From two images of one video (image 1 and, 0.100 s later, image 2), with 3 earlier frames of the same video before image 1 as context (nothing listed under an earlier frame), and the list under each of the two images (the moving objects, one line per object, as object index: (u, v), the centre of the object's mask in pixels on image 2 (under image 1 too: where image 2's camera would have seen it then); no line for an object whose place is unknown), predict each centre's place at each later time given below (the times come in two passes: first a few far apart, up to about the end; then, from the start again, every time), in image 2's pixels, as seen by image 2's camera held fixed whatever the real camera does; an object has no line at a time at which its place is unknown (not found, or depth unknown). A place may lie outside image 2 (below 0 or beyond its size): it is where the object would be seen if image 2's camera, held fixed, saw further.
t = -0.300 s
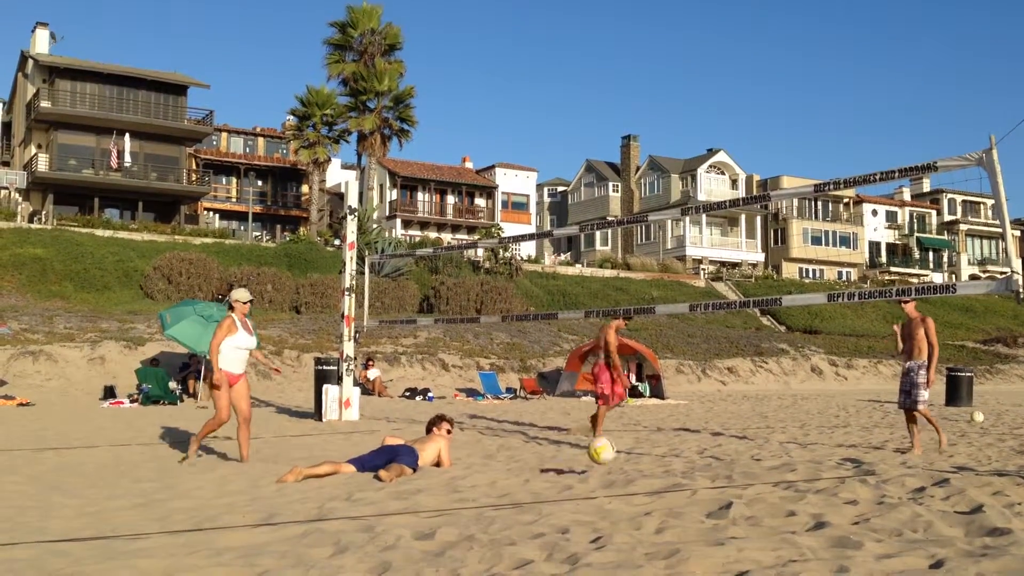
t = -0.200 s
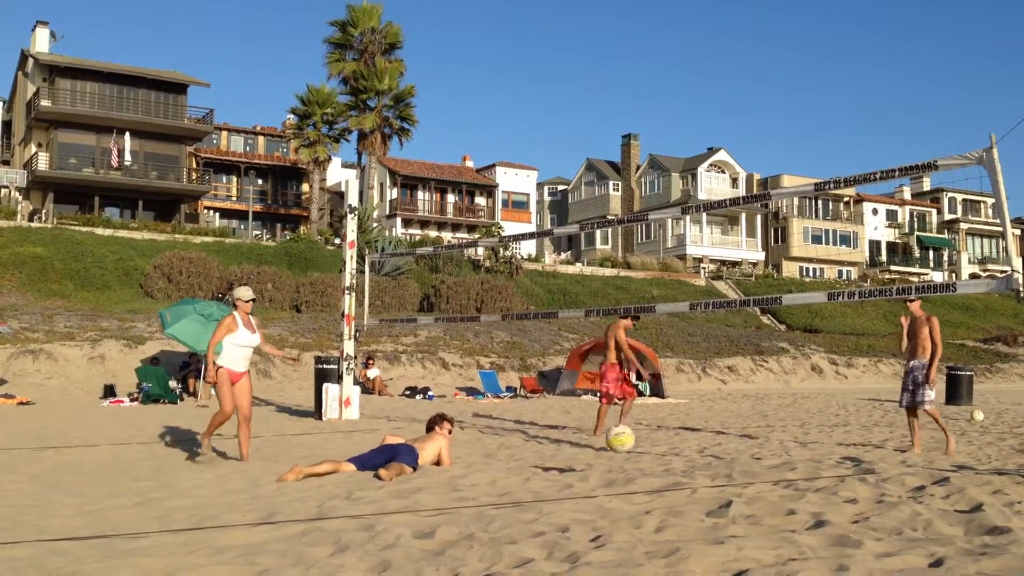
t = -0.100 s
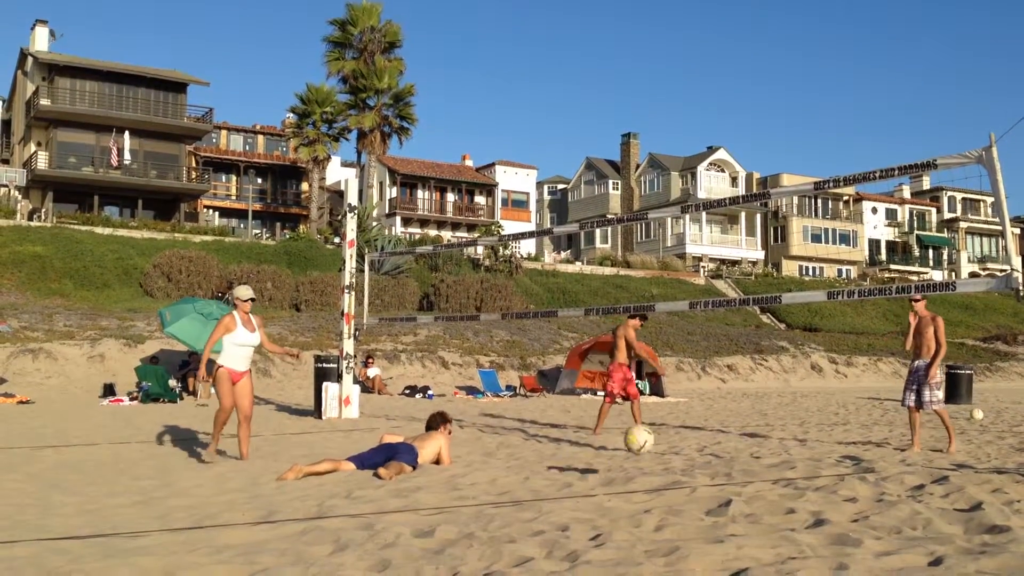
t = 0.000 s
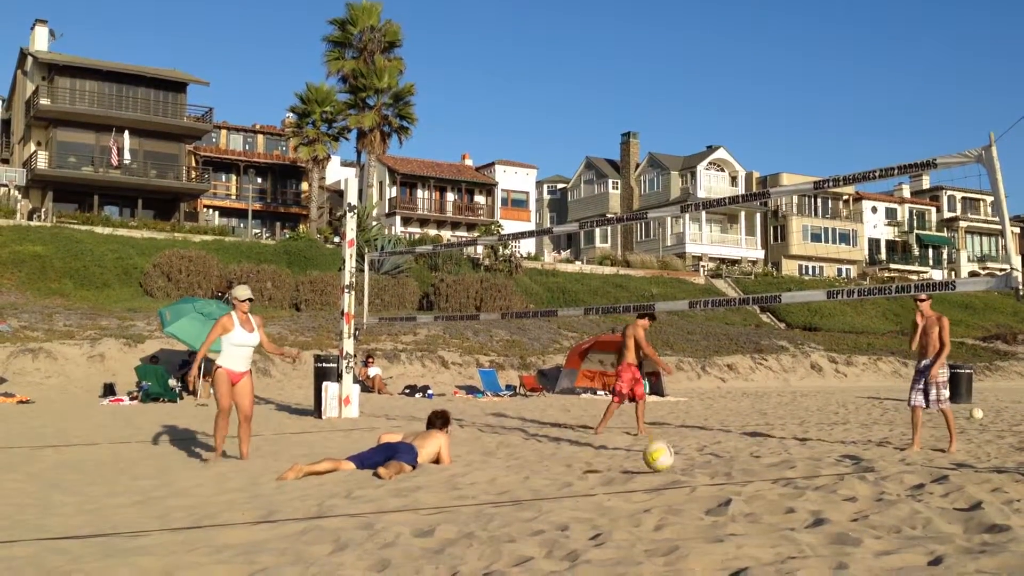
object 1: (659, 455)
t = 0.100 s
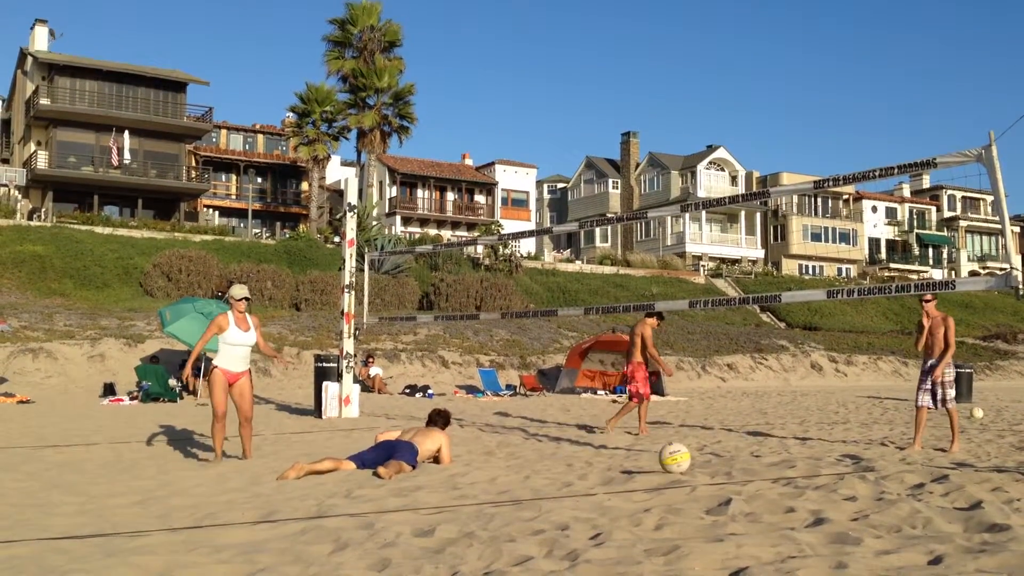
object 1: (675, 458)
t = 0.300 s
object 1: (705, 461)
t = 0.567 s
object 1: (733, 467)
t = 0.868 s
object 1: (754, 472)
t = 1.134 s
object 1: (765, 475)
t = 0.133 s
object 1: (680, 458)
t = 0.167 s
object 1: (685, 459)
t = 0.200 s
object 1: (691, 461)
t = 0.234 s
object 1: (696, 463)
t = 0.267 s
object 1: (701, 461)
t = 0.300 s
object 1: (705, 461)
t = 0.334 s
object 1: (709, 462)
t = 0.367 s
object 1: (714, 464)
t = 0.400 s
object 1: (718, 465)
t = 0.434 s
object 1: (721, 464)
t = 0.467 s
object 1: (723, 464)
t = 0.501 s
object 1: (726, 464)
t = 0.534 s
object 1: (730, 465)
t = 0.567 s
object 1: (733, 467)
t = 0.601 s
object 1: (736, 469)
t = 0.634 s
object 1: (738, 468)
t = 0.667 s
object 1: (740, 468)
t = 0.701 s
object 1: (743, 467)
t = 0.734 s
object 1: (745, 468)
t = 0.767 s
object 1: (747, 468)
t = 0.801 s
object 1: (749, 469)
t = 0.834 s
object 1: (752, 471)
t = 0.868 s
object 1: (754, 472)
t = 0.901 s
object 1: (756, 472)
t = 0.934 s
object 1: (758, 472)
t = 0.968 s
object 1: (759, 472)
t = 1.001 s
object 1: (760, 472)
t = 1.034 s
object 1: (761, 472)
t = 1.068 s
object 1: (763, 473)
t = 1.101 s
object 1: (764, 474)
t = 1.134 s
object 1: (765, 475)
